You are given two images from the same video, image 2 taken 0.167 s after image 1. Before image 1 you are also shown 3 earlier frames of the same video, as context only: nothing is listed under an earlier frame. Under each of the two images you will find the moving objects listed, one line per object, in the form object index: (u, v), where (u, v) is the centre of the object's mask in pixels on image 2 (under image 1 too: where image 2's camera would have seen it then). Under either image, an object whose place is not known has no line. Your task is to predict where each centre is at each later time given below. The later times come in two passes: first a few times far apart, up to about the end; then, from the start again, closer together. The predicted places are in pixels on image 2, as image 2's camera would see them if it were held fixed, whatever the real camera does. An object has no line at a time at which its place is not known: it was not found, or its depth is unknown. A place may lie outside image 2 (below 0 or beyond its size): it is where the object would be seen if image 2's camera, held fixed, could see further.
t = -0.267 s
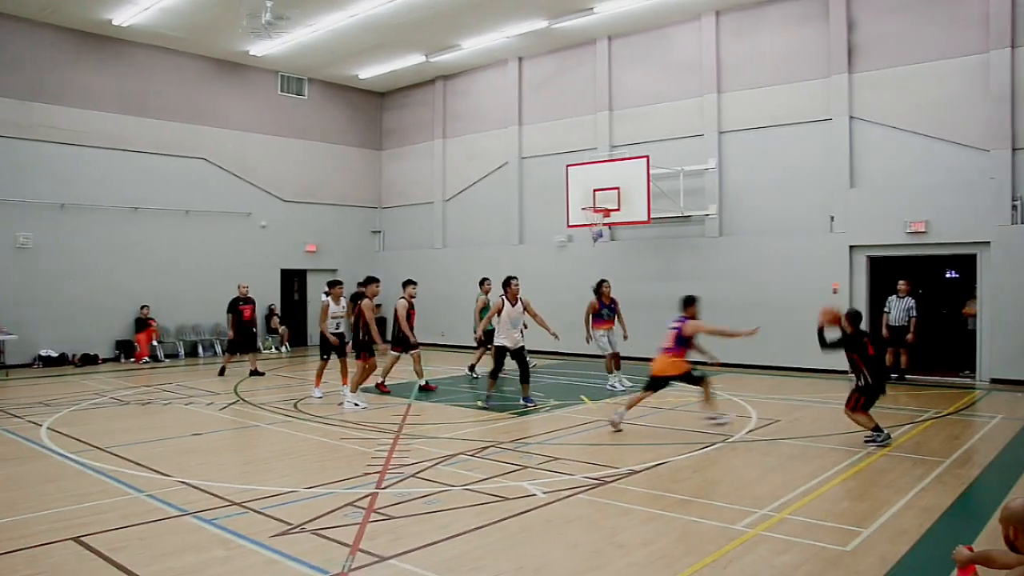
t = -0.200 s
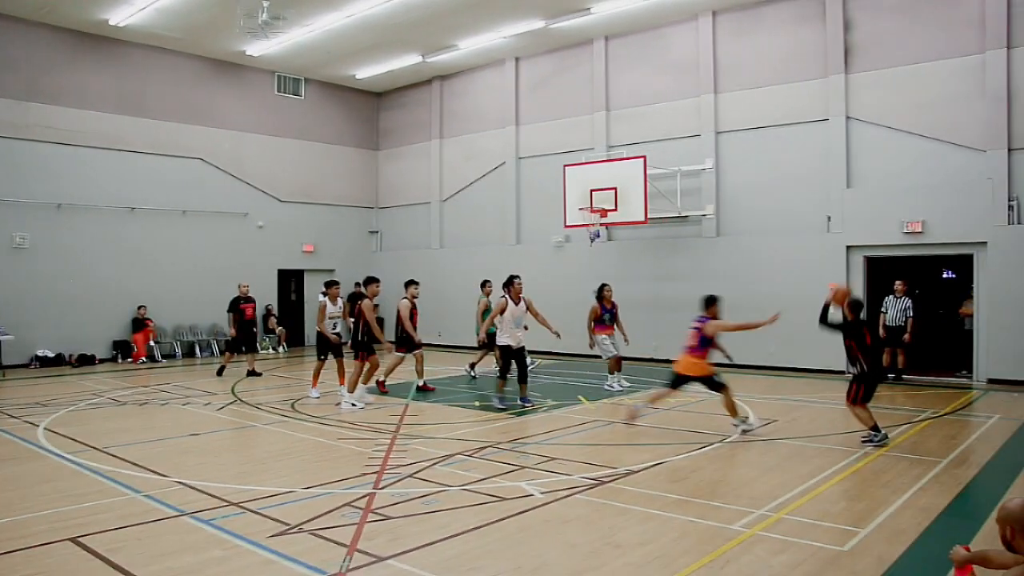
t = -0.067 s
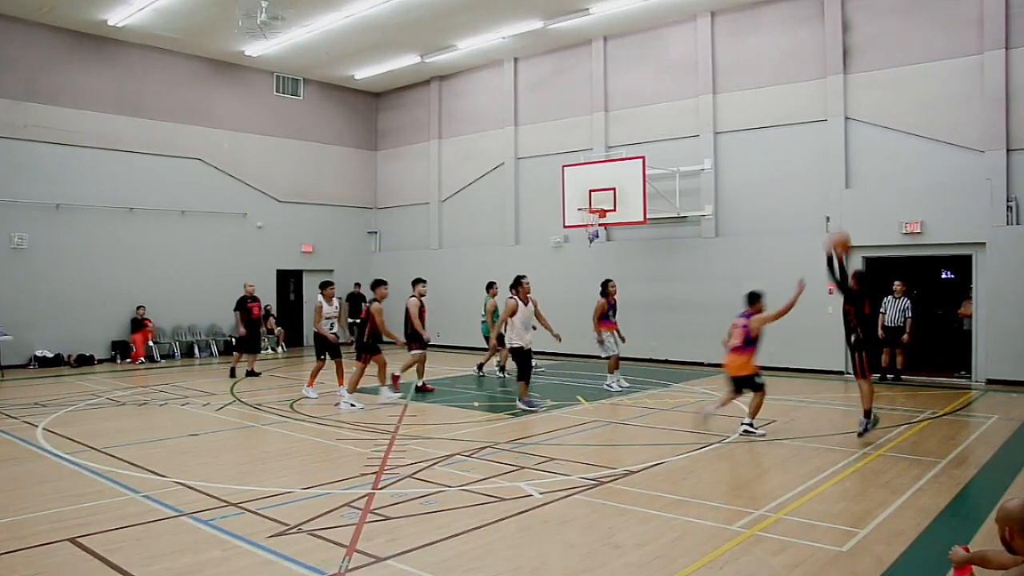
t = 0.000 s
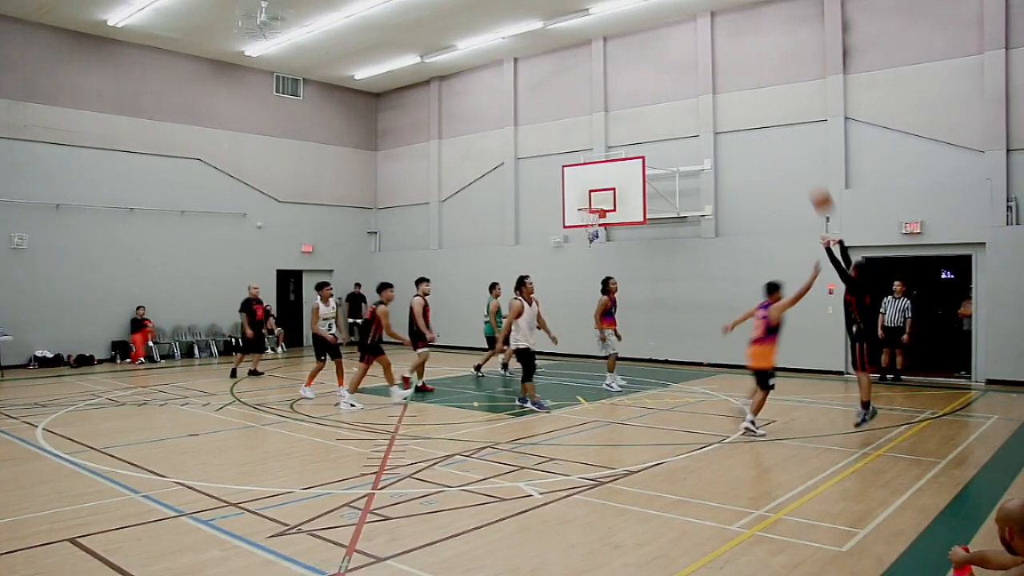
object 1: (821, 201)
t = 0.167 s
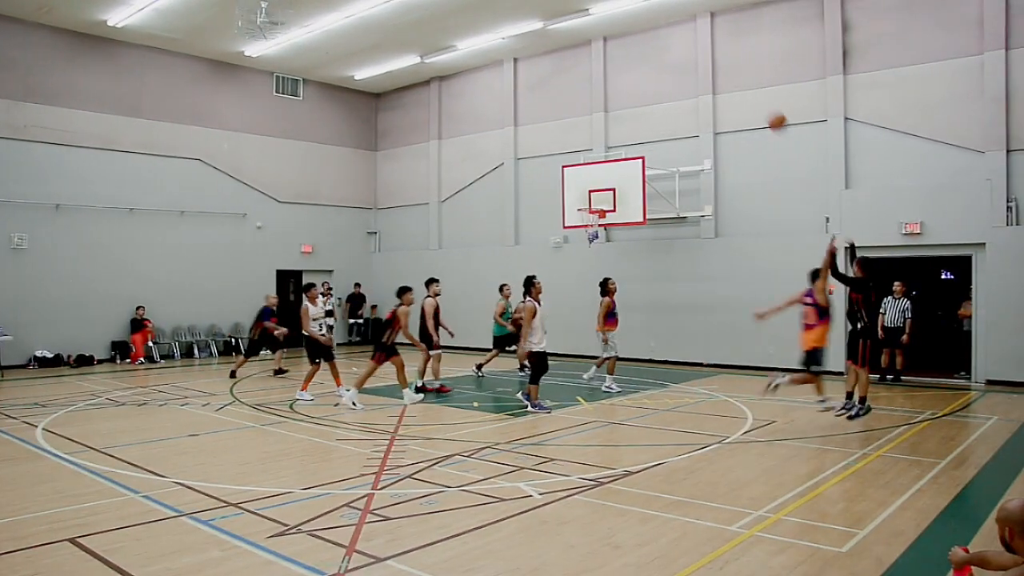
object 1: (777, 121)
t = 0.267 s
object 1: (753, 90)
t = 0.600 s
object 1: (687, 52)
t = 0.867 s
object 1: (647, 76)
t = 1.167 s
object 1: (611, 146)
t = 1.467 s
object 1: (586, 231)
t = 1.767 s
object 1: (571, 251)
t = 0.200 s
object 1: (769, 109)
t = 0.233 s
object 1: (760, 99)
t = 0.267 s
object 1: (753, 90)
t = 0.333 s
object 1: (737, 75)
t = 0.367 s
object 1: (730, 69)
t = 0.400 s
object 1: (723, 64)
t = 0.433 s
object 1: (717, 60)
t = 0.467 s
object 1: (711, 57)
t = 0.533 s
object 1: (698, 52)
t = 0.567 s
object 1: (693, 52)
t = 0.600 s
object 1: (687, 52)
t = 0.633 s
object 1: (681, 52)
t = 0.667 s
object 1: (676, 54)
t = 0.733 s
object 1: (665, 59)
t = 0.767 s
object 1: (661, 62)
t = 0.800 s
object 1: (656, 66)
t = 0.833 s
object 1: (652, 71)
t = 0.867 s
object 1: (647, 76)
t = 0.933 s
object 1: (638, 88)
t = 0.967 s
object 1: (634, 95)
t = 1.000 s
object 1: (630, 102)
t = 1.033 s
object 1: (626, 110)
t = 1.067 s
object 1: (623, 118)
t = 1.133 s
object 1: (615, 136)
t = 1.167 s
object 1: (611, 146)
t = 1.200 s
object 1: (608, 155)
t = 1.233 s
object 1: (604, 166)
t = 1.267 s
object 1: (601, 176)
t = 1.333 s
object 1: (595, 200)
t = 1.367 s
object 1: (594, 208)
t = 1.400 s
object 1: (589, 221)
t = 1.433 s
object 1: (587, 229)
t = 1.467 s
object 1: (586, 231)
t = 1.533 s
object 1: (583, 232)
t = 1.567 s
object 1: (580, 233)
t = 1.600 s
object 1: (578, 235)
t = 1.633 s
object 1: (577, 237)
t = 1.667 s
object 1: (576, 239)
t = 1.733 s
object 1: (573, 247)
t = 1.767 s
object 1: (571, 251)
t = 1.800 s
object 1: (570, 256)
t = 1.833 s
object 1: (568, 261)
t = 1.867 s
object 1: (566, 267)
